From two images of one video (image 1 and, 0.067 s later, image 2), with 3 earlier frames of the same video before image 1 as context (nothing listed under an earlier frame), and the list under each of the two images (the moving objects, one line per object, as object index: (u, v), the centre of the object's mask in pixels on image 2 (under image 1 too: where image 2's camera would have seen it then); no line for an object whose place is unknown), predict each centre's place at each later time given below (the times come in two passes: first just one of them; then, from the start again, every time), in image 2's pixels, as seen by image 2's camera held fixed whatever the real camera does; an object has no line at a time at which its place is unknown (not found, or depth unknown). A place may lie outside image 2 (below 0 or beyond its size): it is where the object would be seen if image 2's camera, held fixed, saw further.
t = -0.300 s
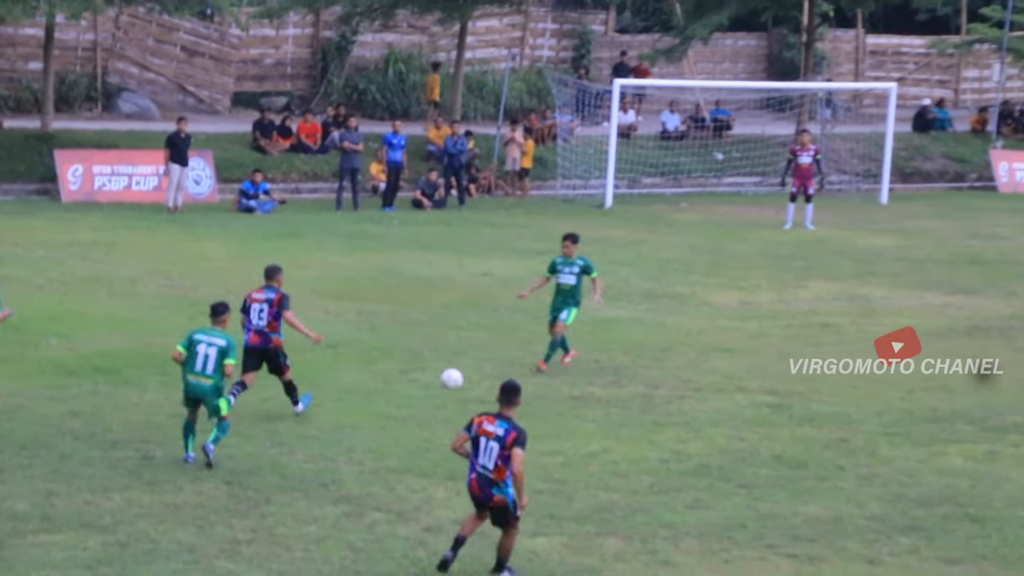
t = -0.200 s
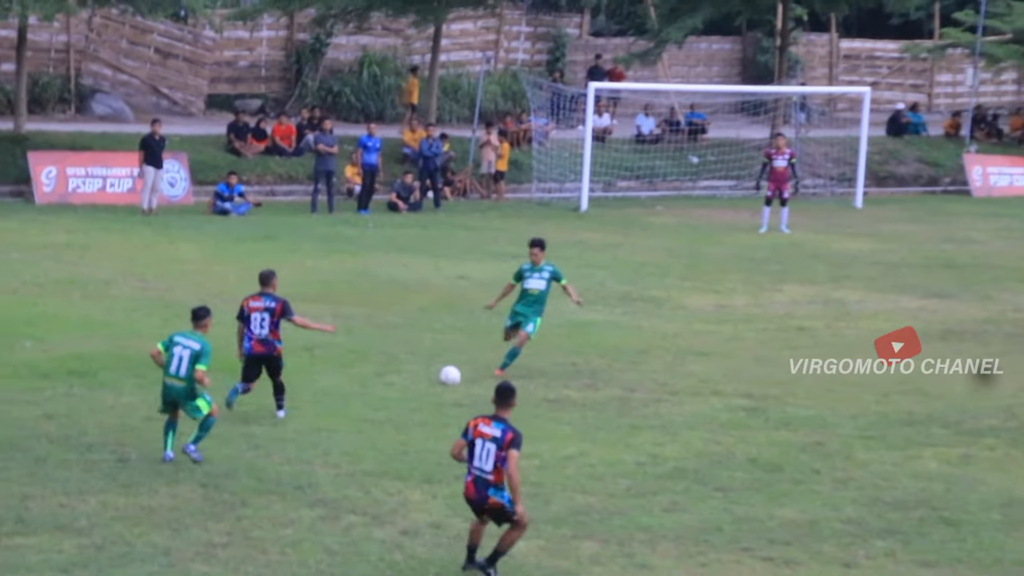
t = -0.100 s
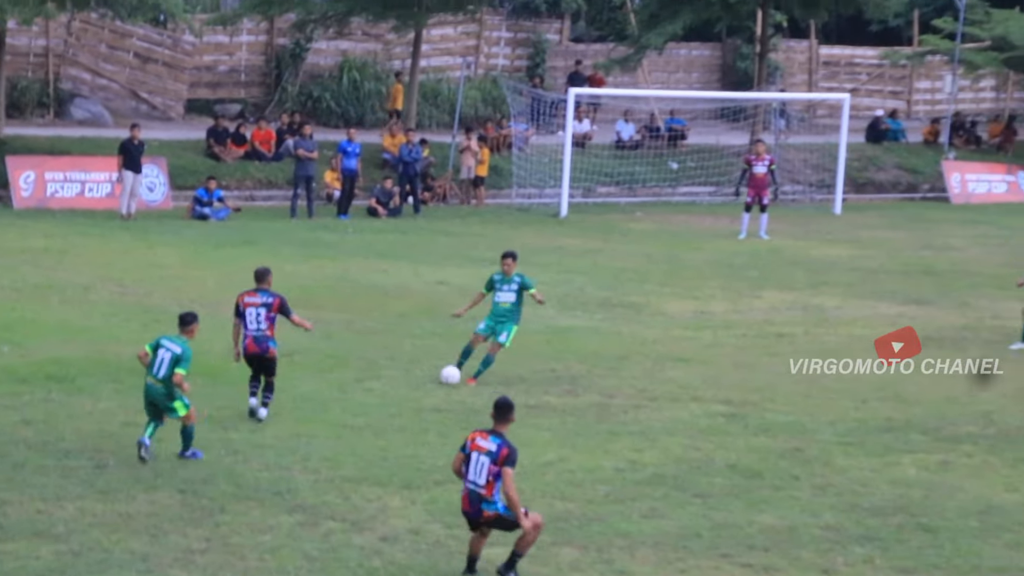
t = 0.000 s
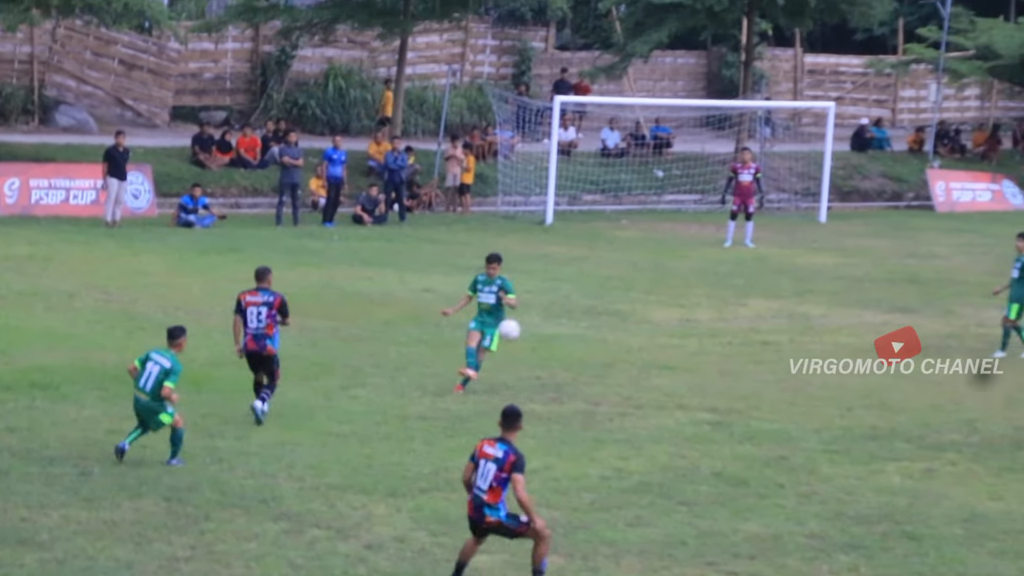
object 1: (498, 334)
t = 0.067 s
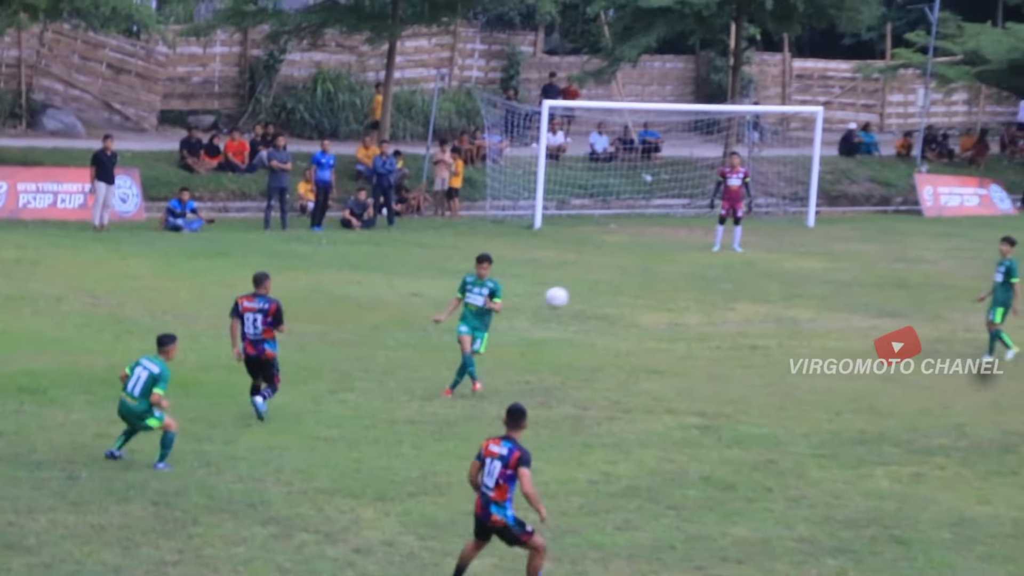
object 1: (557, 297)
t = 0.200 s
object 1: (687, 233)
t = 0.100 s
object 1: (588, 280)
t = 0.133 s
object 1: (620, 263)
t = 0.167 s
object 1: (654, 247)
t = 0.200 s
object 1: (687, 233)
